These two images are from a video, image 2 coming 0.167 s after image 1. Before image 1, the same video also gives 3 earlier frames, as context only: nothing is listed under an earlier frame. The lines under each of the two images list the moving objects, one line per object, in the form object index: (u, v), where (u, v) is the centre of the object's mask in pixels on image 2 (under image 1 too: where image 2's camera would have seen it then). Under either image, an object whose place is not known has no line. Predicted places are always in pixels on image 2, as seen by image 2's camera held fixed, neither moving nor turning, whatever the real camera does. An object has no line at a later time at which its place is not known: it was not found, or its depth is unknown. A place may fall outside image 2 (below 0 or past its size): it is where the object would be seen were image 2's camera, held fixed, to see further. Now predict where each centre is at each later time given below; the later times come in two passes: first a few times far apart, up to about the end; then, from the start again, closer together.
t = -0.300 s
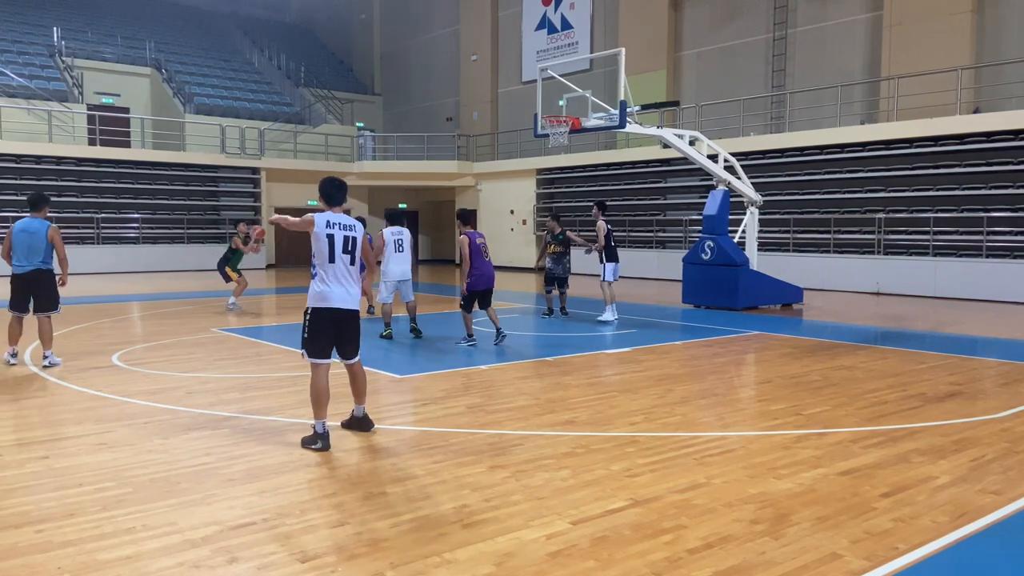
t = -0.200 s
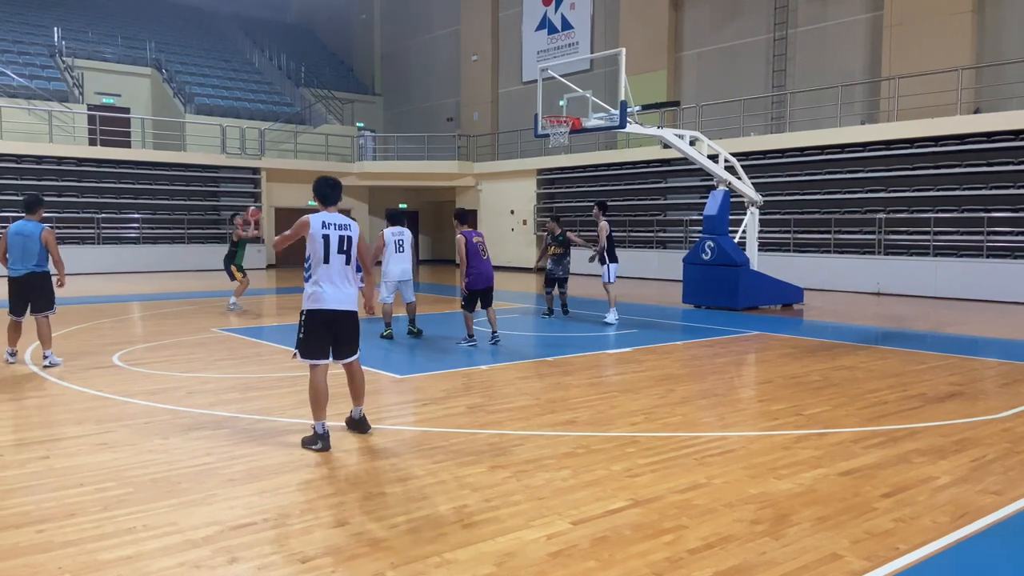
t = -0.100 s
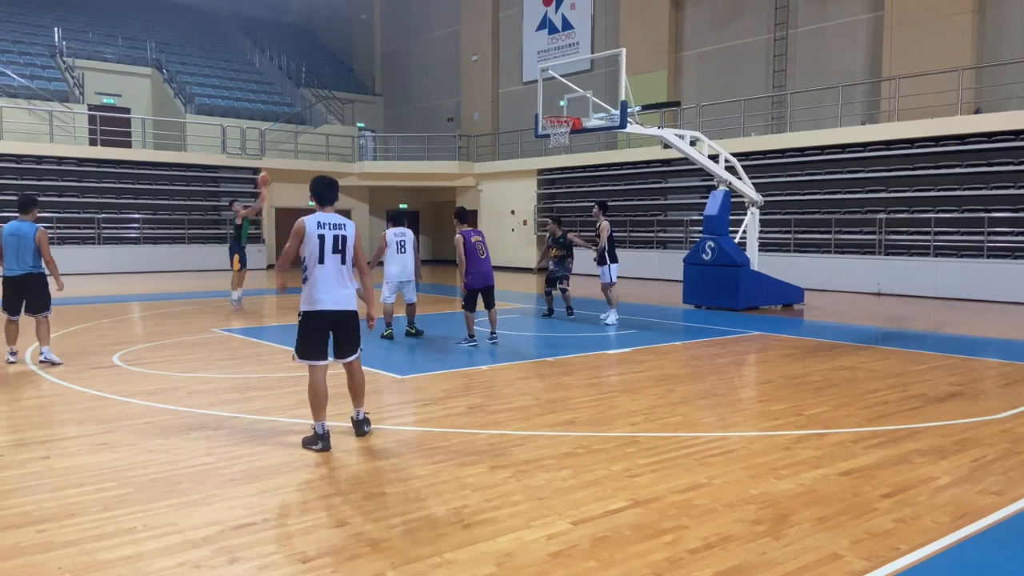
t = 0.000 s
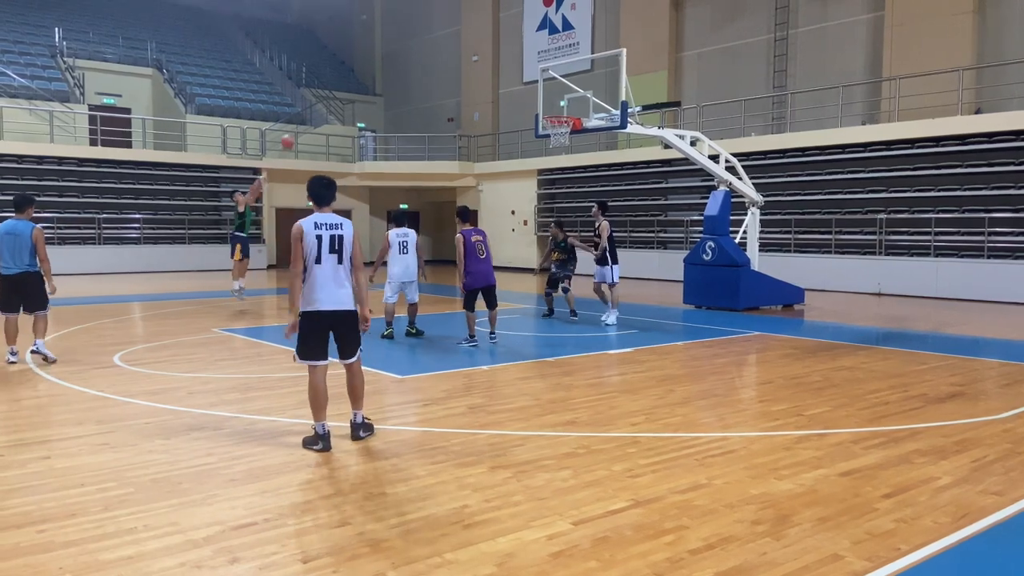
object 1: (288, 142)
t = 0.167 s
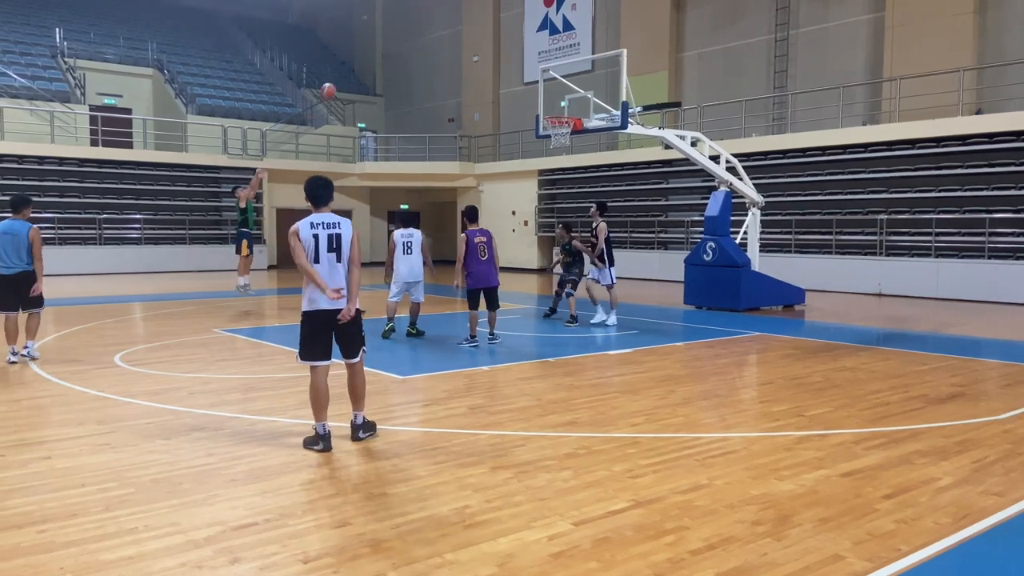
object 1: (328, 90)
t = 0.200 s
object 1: (336, 82)
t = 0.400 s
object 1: (385, 44)
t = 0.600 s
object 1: (436, 32)
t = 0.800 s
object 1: (489, 44)
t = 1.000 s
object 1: (541, 83)
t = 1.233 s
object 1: (547, 85)
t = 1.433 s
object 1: (505, 56)
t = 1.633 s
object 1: (460, 54)
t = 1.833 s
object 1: (413, 83)
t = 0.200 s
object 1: (336, 82)
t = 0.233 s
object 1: (344, 74)
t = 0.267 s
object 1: (352, 67)
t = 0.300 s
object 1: (360, 60)
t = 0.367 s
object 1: (377, 49)
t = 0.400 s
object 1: (385, 44)
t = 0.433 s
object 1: (393, 41)
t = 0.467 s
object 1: (403, 37)
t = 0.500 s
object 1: (411, 35)
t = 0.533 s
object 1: (419, 33)
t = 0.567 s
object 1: (428, 32)
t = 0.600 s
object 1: (436, 32)
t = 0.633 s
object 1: (445, 32)
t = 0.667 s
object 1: (454, 33)
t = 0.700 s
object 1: (462, 35)
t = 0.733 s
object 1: (471, 37)
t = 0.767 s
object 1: (480, 40)
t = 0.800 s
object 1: (489, 44)
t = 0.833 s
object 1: (497, 48)
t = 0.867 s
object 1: (506, 54)
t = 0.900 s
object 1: (515, 59)
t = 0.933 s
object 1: (524, 66)
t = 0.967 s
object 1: (532, 74)
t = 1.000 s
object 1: (541, 83)
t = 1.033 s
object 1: (551, 91)
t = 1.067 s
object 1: (559, 101)
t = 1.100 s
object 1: (569, 110)
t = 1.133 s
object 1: (567, 109)
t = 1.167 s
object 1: (560, 100)
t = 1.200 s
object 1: (554, 92)
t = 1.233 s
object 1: (547, 85)
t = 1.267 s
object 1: (541, 78)
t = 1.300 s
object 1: (533, 72)
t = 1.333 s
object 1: (526, 67)
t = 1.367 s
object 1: (519, 62)
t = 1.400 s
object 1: (512, 59)
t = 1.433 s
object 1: (505, 56)
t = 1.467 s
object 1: (498, 53)
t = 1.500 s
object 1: (491, 52)
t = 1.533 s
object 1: (483, 51)
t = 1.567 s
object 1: (475, 52)
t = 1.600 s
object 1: (468, 53)
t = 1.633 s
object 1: (460, 54)
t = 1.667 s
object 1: (452, 56)
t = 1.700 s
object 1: (444, 59)
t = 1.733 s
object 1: (436, 64)
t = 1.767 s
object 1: (429, 70)
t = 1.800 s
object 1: (421, 76)
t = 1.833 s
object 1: (413, 83)
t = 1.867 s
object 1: (404, 91)
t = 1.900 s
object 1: (396, 100)
